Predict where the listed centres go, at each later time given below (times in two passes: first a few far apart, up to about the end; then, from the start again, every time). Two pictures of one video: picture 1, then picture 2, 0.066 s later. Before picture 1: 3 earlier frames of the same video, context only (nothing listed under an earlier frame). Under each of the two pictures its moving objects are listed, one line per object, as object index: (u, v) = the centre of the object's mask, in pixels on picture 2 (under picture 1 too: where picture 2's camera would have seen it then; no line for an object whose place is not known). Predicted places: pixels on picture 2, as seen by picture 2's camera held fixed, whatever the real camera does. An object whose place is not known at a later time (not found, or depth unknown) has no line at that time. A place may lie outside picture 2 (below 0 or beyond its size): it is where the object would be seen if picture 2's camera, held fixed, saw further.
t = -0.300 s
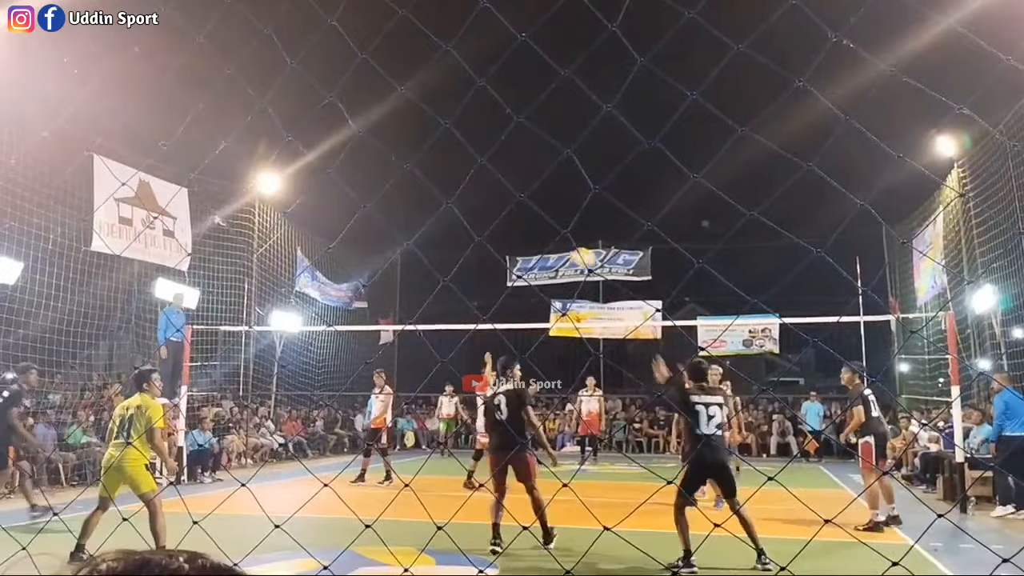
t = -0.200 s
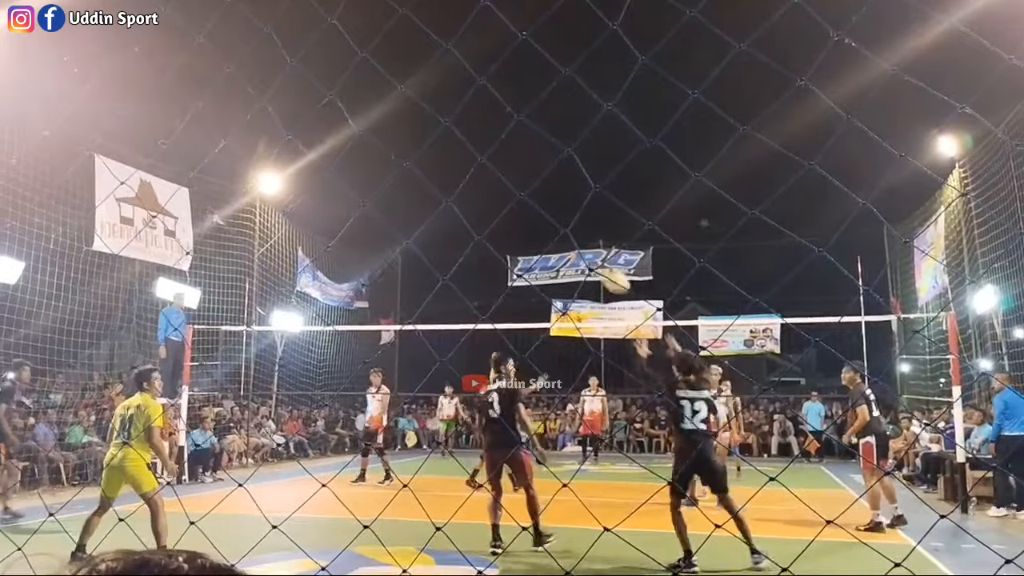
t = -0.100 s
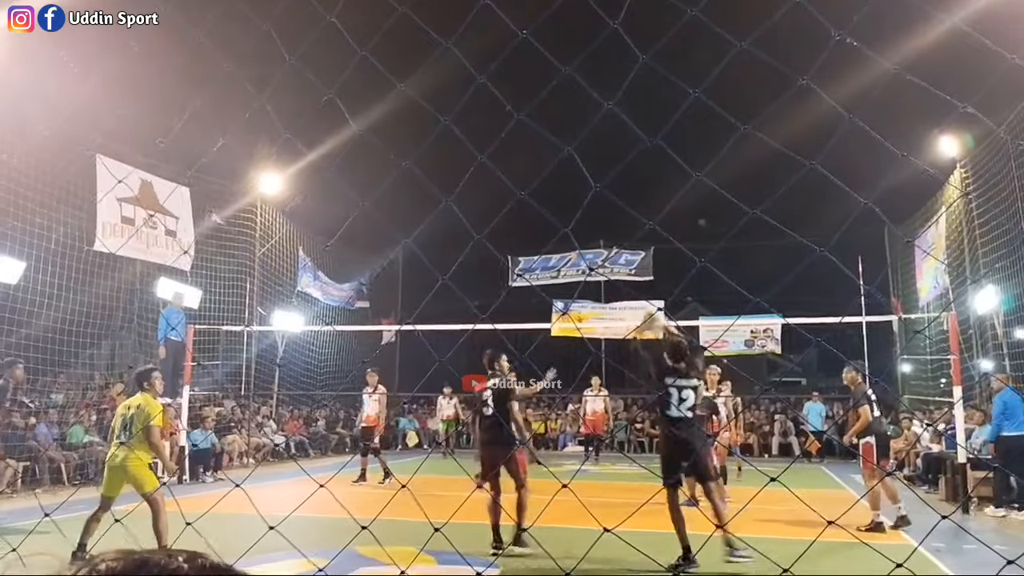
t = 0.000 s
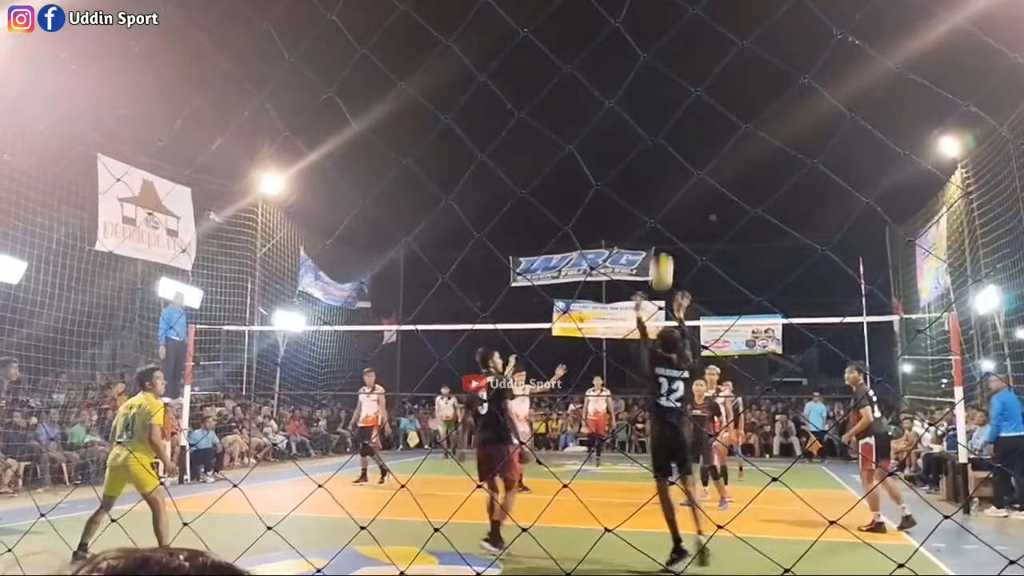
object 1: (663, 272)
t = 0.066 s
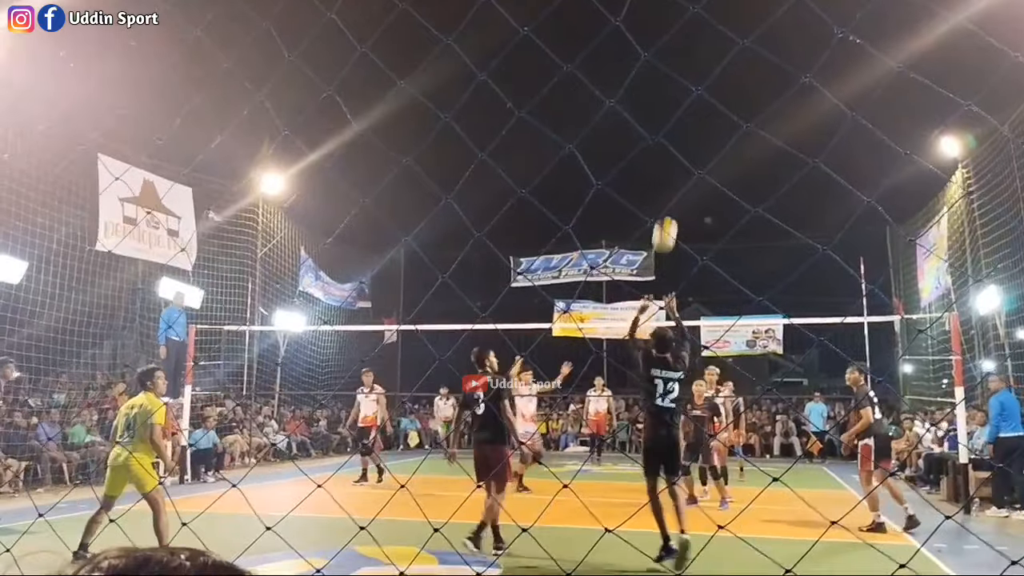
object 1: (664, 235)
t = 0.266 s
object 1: (671, 162)
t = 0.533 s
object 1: (679, 134)
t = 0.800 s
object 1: (685, 167)
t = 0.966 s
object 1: (690, 214)
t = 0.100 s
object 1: (666, 219)
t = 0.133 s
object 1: (667, 205)
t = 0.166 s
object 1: (668, 192)
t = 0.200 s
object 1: (669, 181)
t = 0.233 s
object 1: (670, 170)
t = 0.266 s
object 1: (671, 162)
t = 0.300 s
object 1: (672, 154)
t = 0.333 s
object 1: (674, 149)
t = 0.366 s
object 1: (675, 143)
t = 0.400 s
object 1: (675, 140)
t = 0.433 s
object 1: (677, 137)
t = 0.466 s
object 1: (677, 135)
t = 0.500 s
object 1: (678, 134)
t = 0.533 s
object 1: (679, 134)
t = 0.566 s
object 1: (680, 135)
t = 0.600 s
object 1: (681, 137)
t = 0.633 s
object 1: (681, 140)
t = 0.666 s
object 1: (682, 144)
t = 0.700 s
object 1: (683, 149)
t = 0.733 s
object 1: (684, 154)
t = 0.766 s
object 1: (684, 160)
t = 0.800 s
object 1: (685, 167)
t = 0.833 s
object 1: (686, 175)
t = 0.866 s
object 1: (687, 184)
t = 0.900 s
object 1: (688, 193)
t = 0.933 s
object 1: (689, 203)
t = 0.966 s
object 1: (690, 214)
